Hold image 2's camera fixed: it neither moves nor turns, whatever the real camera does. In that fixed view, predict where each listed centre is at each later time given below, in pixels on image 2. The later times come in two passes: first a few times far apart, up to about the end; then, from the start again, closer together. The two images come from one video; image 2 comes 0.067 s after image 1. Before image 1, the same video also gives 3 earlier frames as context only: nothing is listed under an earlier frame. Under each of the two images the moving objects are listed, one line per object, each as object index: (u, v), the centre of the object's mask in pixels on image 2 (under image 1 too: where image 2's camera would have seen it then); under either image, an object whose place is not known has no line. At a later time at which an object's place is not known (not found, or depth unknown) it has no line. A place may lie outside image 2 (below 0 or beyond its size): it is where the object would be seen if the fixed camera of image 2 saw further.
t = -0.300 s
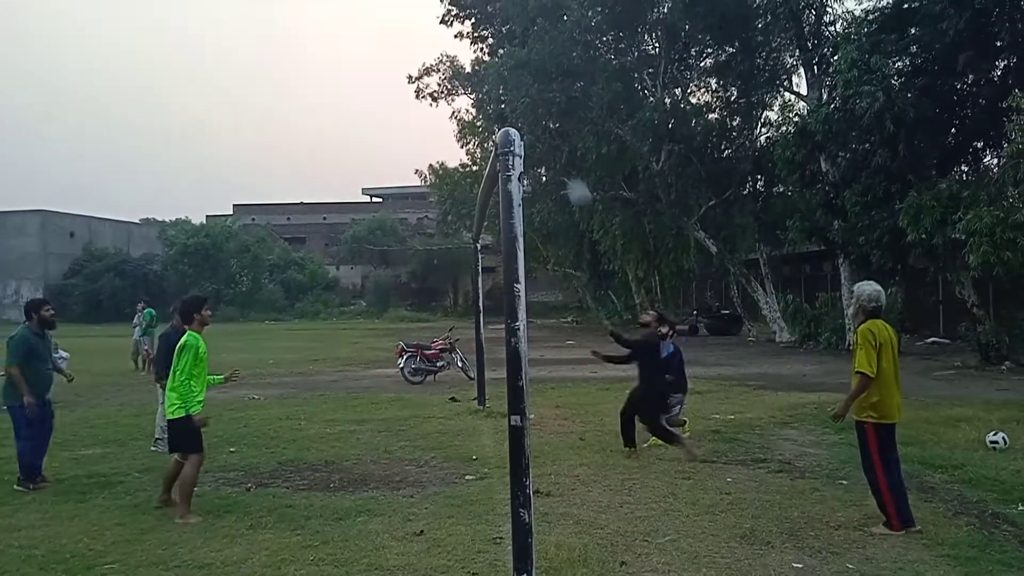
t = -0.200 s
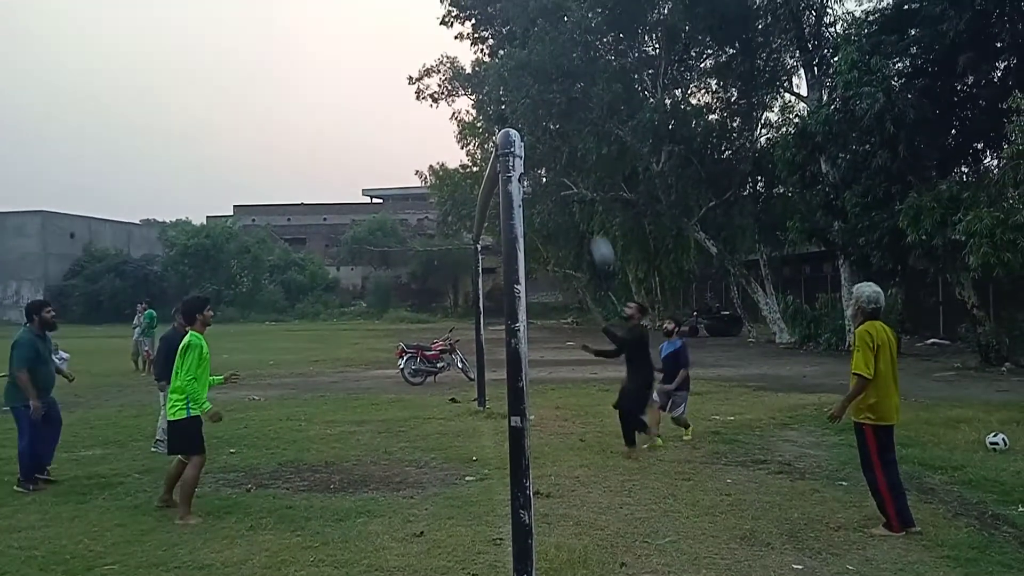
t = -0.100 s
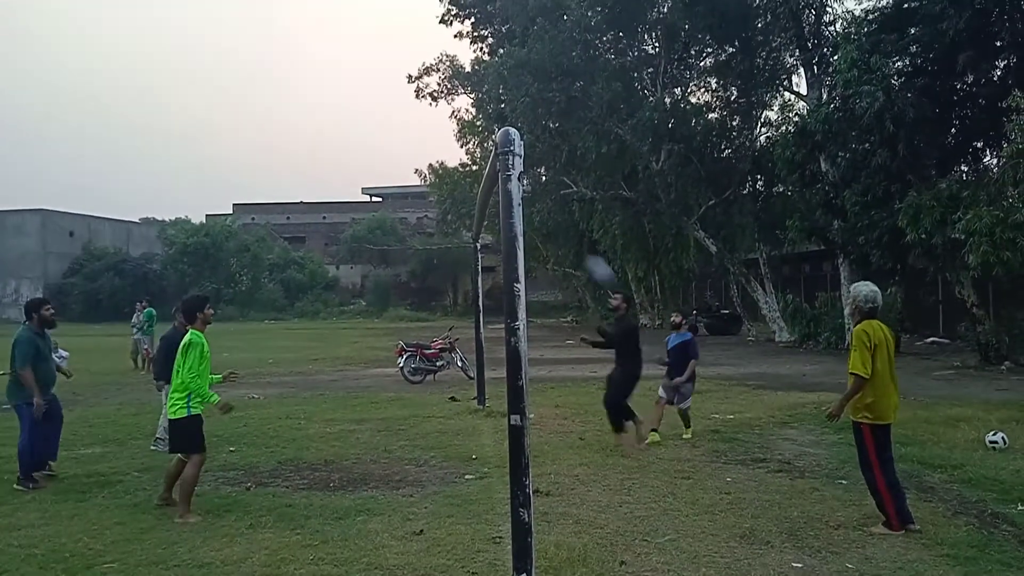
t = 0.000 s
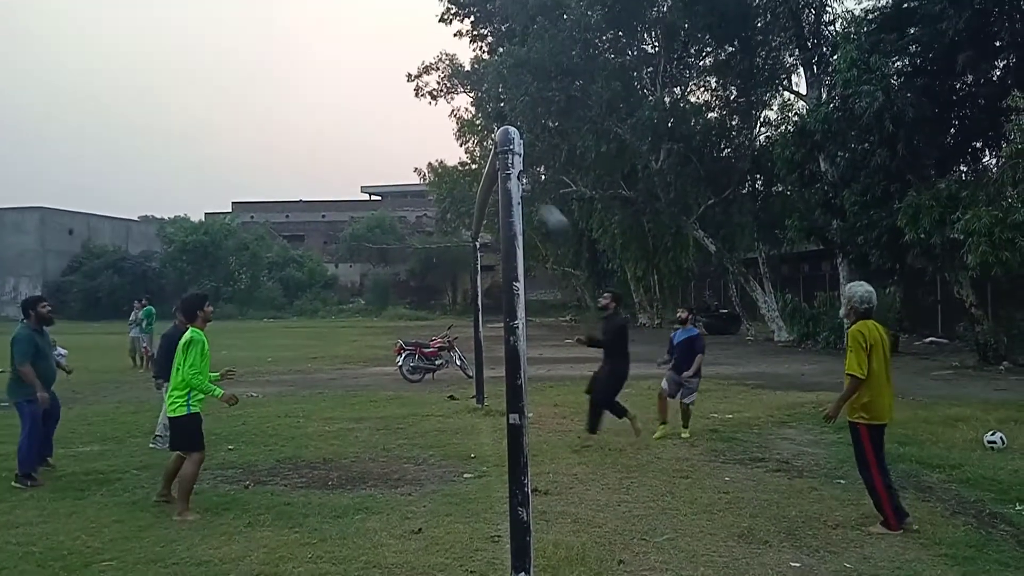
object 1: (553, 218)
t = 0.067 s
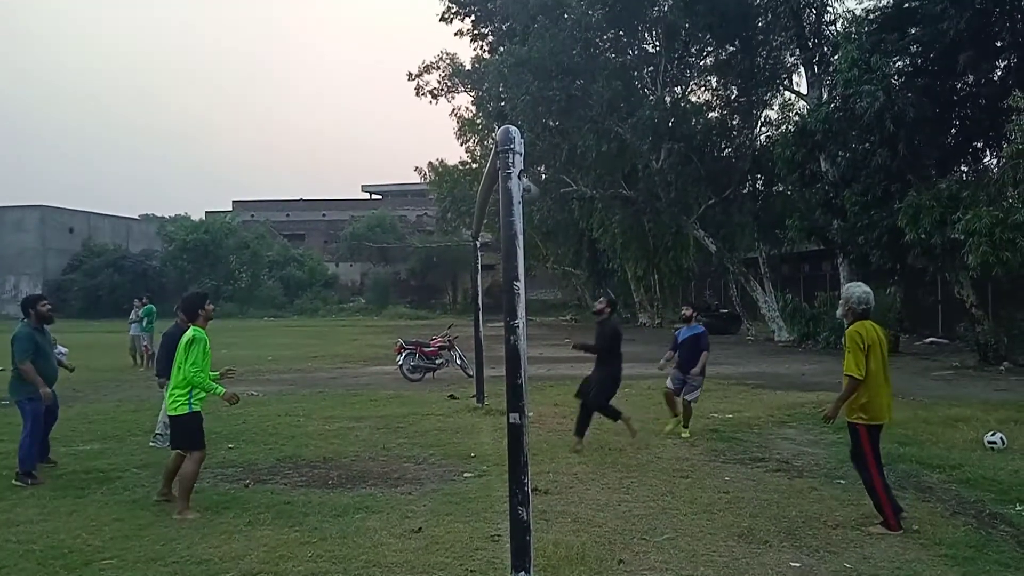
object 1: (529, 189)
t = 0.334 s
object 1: (400, 112)
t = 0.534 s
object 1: (305, 98)
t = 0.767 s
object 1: (197, 132)
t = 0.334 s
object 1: (400, 112)
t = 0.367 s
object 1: (384, 107)
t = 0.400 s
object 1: (368, 103)
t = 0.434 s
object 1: (353, 101)
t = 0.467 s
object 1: (336, 99)
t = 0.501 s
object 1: (321, 98)
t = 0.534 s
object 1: (305, 98)
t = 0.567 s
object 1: (289, 100)
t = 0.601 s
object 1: (274, 102)
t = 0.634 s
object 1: (258, 106)
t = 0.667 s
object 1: (243, 111)
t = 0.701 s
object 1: (227, 118)
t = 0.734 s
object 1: (212, 125)
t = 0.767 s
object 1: (197, 132)
